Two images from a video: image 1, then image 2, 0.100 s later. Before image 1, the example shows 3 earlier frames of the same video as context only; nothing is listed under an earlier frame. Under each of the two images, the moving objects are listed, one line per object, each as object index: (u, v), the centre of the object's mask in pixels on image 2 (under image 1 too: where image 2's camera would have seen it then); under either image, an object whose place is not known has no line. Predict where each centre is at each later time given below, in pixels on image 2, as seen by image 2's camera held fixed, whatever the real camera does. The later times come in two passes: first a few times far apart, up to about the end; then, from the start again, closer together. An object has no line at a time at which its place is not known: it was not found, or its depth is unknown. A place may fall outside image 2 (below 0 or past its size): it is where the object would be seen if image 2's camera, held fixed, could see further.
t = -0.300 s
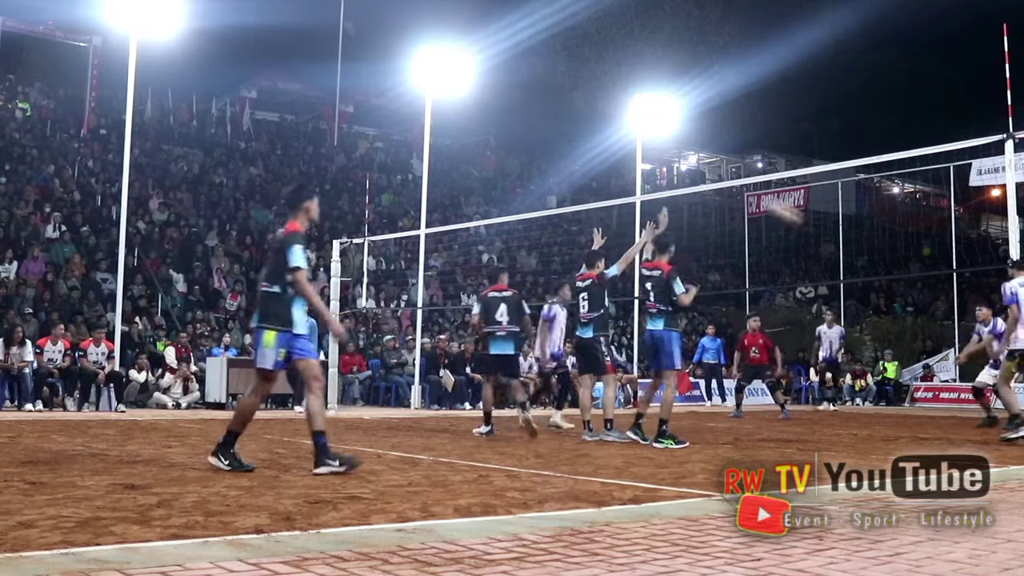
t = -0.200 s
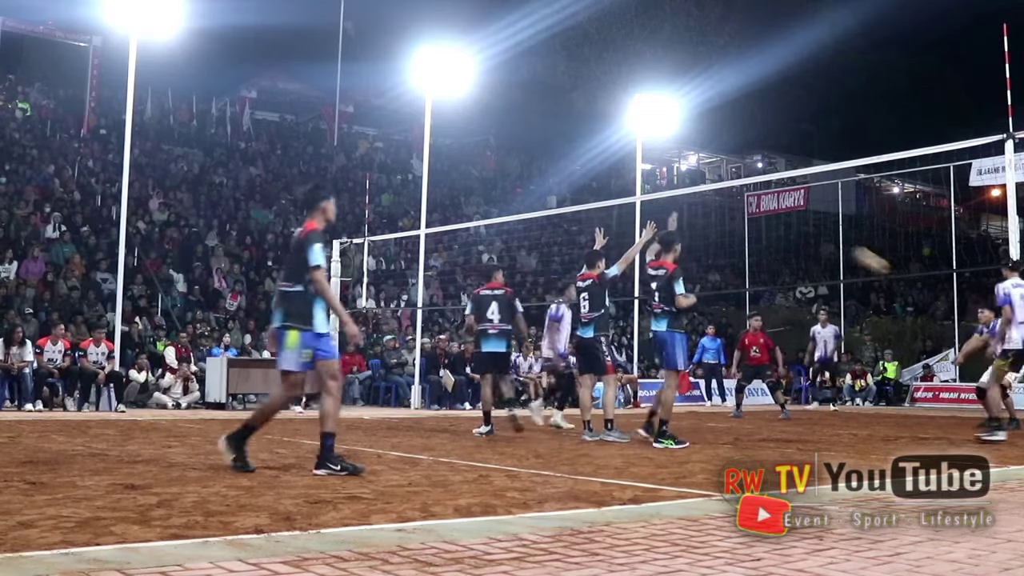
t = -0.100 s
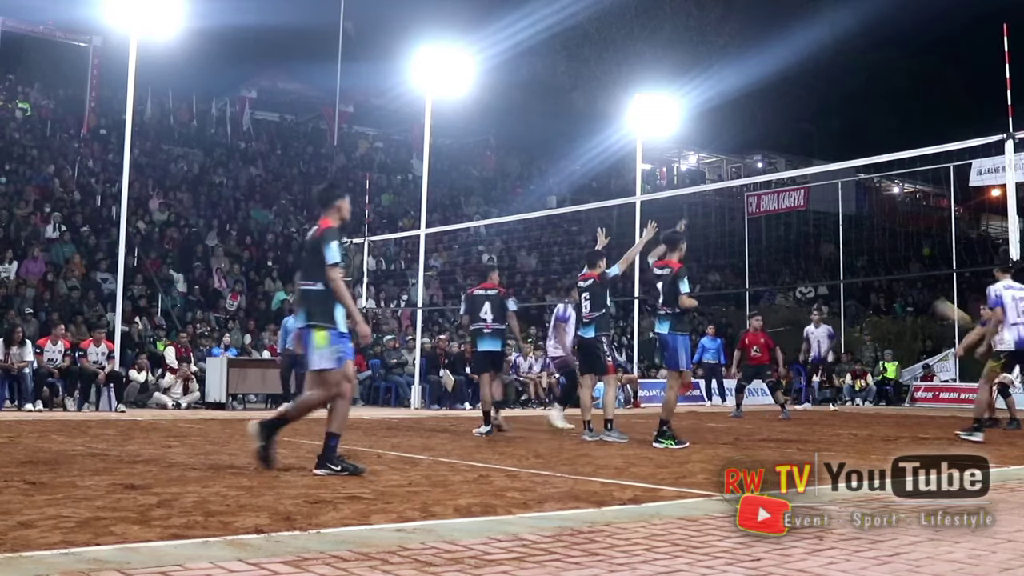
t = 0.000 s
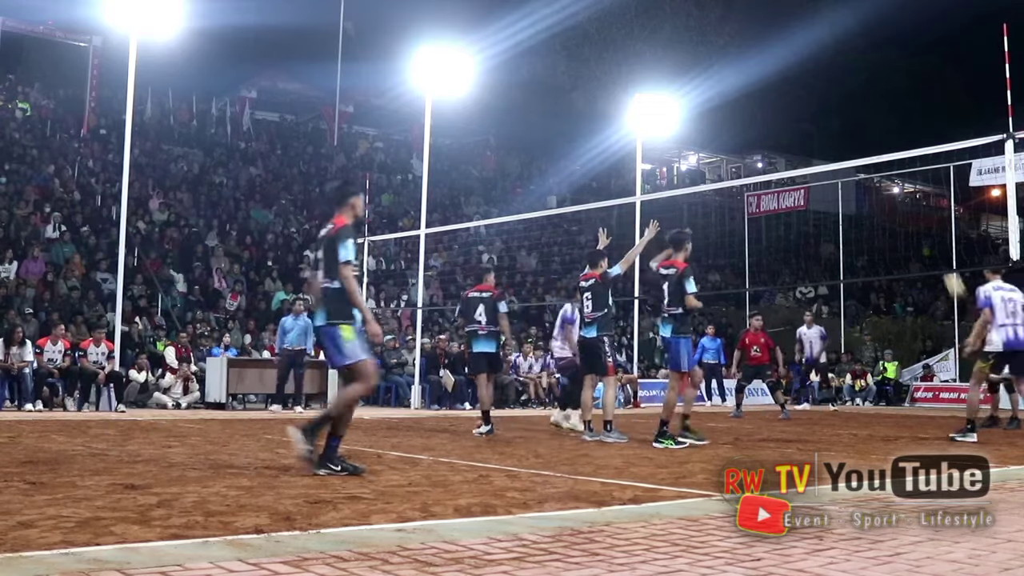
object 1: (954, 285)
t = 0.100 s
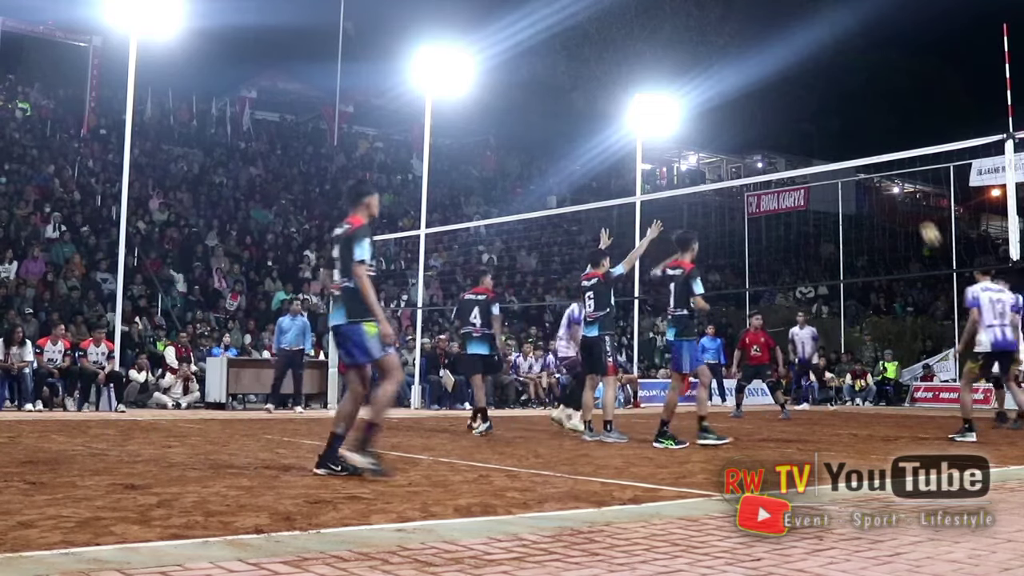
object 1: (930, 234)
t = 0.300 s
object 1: (883, 159)
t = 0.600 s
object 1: (820, 109)
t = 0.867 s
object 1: (765, 122)
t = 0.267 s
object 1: (892, 170)
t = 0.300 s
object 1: (883, 159)
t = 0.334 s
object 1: (875, 148)
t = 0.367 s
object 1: (869, 142)
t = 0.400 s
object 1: (862, 135)
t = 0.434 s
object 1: (855, 129)
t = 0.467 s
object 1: (848, 123)
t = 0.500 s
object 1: (841, 118)
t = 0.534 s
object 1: (834, 115)
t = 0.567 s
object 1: (826, 112)
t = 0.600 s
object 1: (820, 109)
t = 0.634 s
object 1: (813, 108)
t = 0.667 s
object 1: (806, 108)
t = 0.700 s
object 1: (799, 108)
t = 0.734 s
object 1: (792, 109)
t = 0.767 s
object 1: (785, 111)
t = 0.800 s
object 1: (778, 114)
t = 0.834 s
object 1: (772, 118)
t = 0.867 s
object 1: (765, 122)
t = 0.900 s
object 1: (759, 127)
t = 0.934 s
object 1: (752, 133)
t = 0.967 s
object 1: (745, 141)
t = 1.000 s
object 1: (739, 149)
